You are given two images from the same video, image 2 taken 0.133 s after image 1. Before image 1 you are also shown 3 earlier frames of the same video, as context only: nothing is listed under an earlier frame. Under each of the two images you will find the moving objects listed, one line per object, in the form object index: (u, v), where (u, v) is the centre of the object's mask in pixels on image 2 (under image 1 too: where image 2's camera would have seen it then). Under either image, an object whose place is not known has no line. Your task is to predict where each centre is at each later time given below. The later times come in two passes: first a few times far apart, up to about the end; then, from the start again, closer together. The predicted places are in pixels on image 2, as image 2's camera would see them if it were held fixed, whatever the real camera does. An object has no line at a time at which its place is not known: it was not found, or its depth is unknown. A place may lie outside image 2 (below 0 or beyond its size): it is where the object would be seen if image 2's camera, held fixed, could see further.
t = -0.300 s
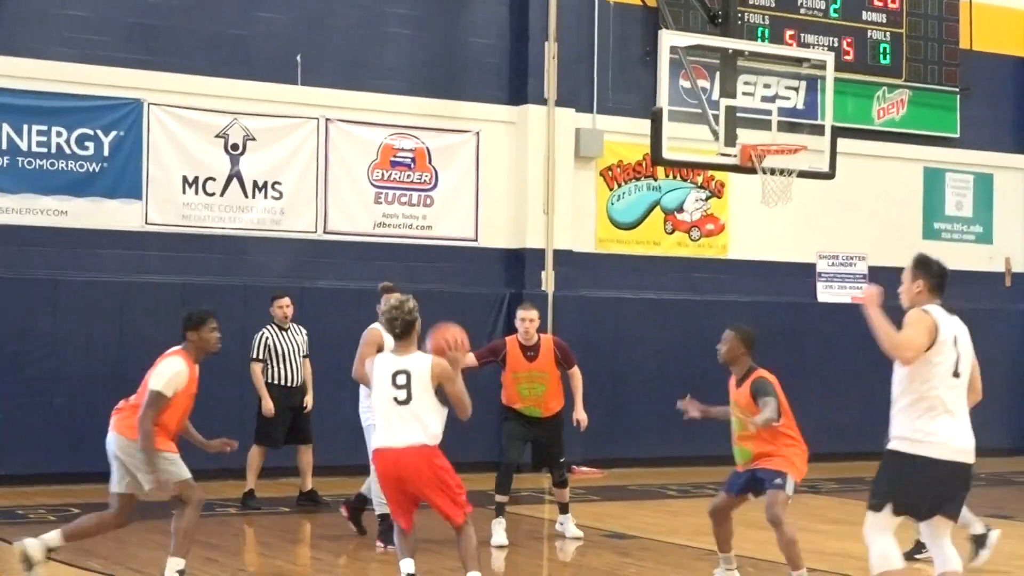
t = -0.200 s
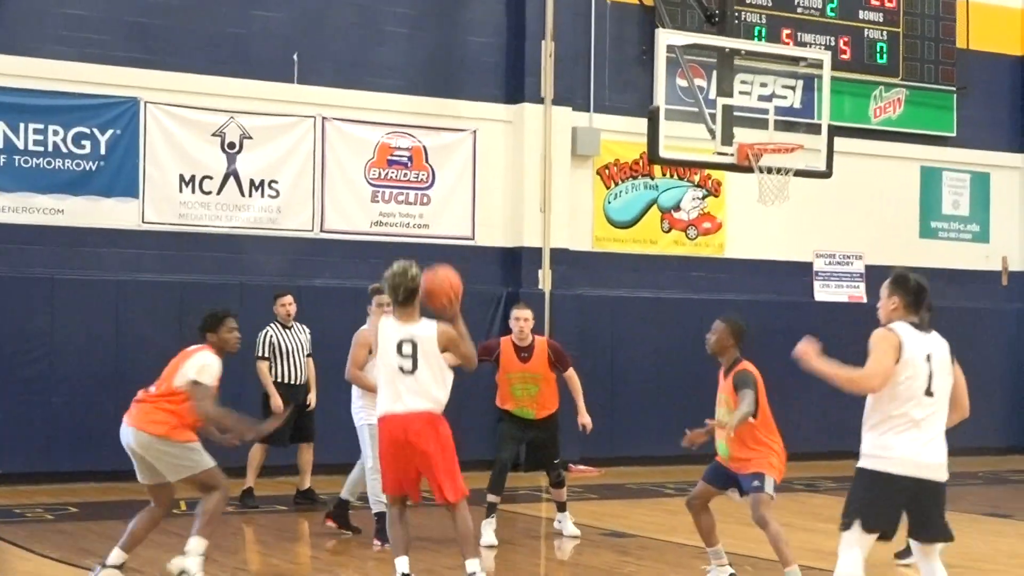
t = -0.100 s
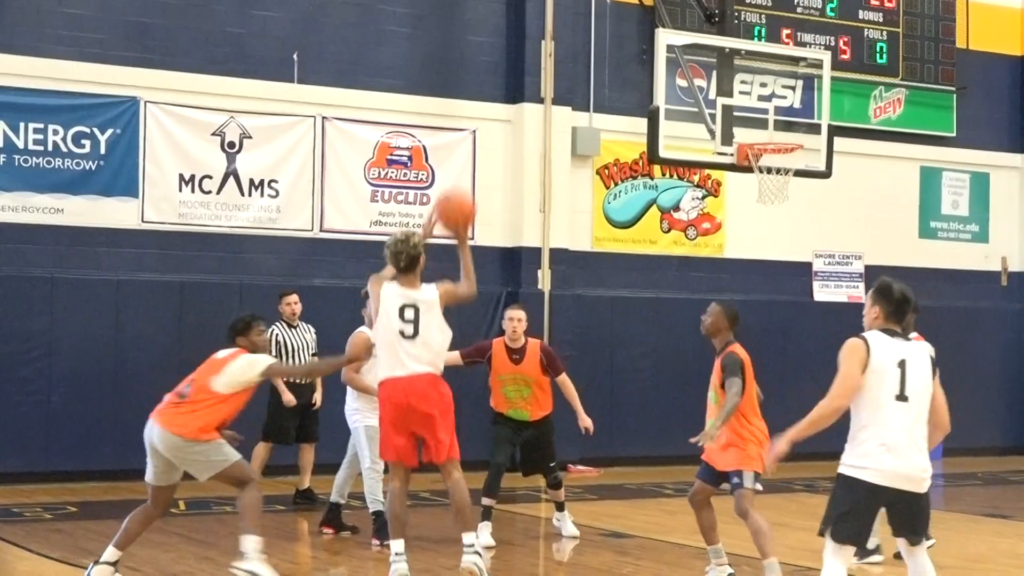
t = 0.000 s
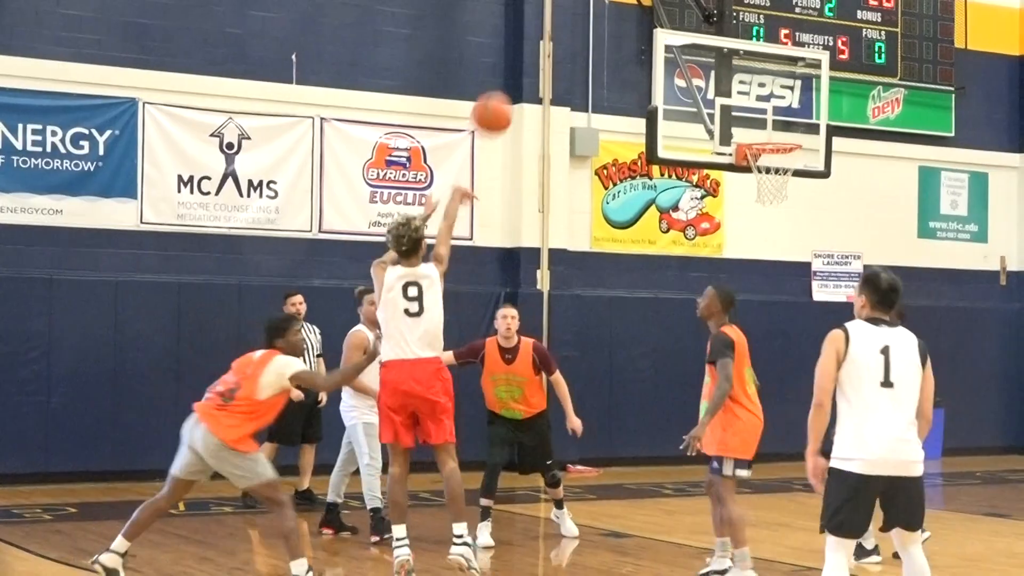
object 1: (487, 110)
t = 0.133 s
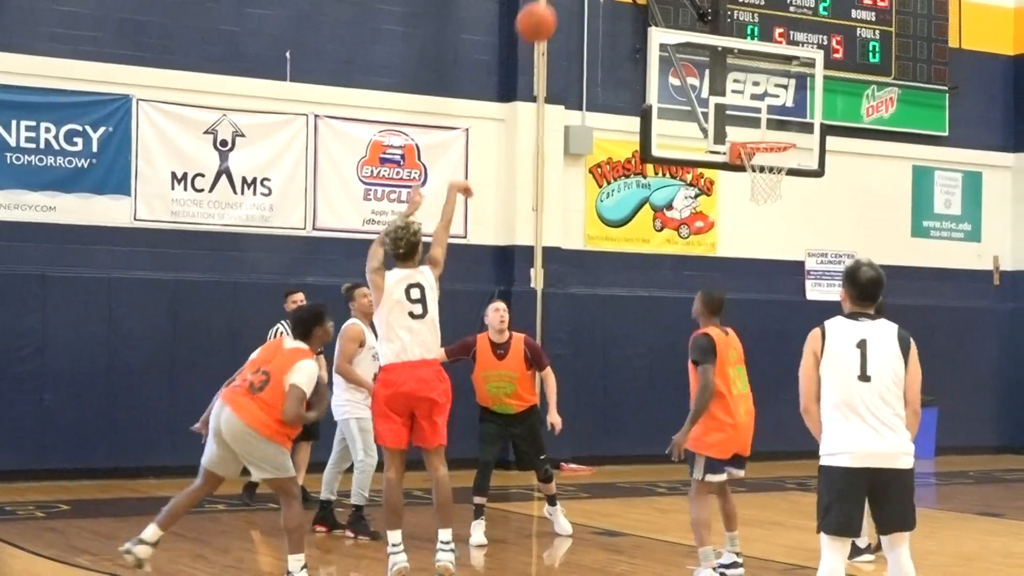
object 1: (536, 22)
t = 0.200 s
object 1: (559, 5)
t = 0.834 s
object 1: (711, 26)
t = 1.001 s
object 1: (738, 111)
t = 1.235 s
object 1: (783, 67)
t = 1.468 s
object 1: (829, 43)
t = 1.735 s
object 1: (878, 92)
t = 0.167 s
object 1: (546, 11)
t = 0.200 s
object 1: (559, 5)
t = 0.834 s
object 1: (711, 26)
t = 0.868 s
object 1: (717, 41)
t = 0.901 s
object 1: (722, 58)
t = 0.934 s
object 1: (727, 73)
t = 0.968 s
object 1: (733, 91)
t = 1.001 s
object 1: (738, 111)
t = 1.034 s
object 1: (742, 129)
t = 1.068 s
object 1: (749, 121)
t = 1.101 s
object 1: (756, 109)
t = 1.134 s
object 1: (763, 96)
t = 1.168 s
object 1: (770, 85)
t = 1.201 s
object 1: (777, 75)
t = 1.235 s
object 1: (783, 67)
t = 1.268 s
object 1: (790, 60)
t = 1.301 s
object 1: (796, 54)
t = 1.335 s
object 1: (803, 50)
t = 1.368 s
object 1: (810, 46)
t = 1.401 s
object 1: (816, 44)
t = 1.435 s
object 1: (823, 43)
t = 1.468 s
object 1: (829, 43)
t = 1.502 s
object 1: (836, 46)
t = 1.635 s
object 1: (861, 64)
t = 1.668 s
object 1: (866, 72)
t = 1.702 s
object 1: (872, 80)
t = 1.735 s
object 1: (878, 92)
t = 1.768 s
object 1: (885, 103)
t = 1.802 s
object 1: (890, 115)
